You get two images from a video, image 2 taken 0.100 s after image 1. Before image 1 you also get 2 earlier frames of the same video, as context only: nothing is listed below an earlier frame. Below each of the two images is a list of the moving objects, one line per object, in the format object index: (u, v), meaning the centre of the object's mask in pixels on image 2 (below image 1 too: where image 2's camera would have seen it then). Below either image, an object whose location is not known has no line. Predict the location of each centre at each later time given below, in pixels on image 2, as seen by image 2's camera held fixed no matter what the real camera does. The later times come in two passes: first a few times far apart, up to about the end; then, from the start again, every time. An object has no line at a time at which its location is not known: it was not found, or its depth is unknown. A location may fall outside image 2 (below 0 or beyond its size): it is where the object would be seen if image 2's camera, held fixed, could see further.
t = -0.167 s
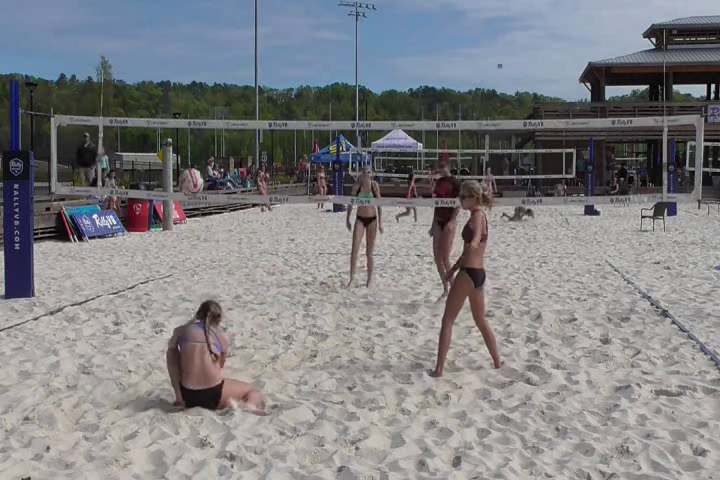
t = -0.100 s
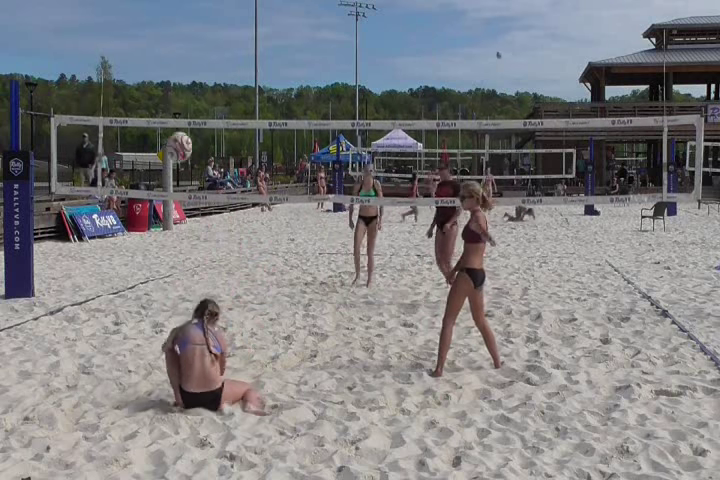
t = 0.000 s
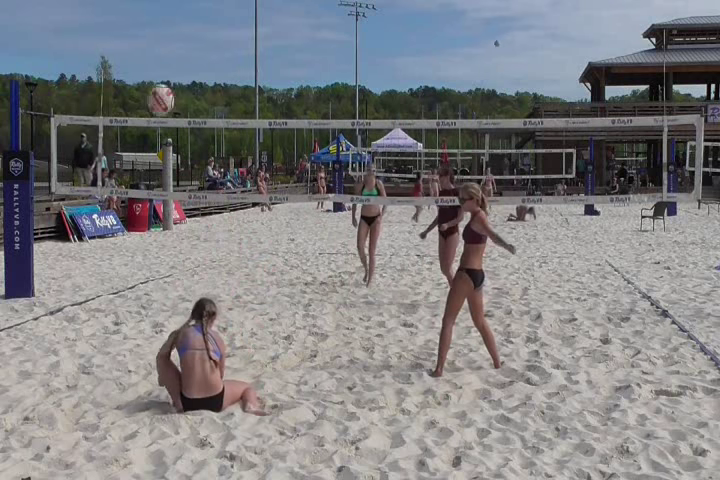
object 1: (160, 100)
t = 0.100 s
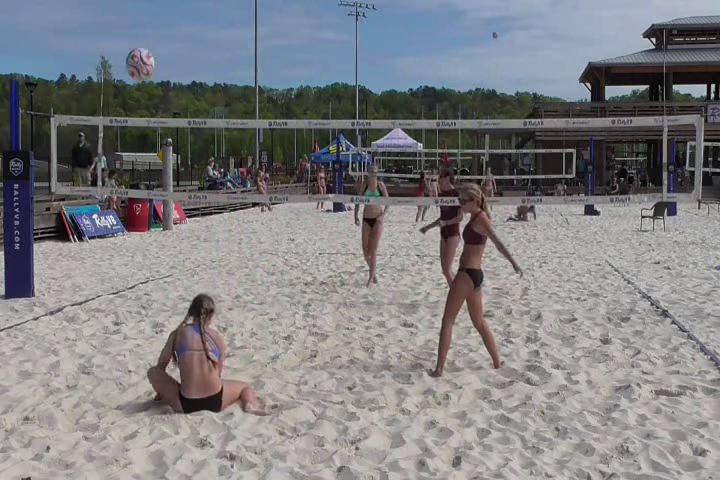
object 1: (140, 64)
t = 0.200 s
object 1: (117, 40)
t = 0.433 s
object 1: (58, 44)
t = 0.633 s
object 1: (7, 134)
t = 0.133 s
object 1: (133, 55)
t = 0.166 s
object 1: (125, 48)
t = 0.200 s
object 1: (117, 40)
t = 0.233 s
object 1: (110, 36)
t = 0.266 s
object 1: (102, 32)
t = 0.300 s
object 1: (94, 31)
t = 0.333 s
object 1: (85, 31)
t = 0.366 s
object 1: (76, 33)
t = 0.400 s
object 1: (68, 37)
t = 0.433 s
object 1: (58, 44)
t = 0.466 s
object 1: (49, 53)
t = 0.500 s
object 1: (39, 64)
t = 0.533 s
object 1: (29, 77)
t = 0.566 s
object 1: (18, 93)
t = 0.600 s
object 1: (12, 112)
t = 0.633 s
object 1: (7, 134)
